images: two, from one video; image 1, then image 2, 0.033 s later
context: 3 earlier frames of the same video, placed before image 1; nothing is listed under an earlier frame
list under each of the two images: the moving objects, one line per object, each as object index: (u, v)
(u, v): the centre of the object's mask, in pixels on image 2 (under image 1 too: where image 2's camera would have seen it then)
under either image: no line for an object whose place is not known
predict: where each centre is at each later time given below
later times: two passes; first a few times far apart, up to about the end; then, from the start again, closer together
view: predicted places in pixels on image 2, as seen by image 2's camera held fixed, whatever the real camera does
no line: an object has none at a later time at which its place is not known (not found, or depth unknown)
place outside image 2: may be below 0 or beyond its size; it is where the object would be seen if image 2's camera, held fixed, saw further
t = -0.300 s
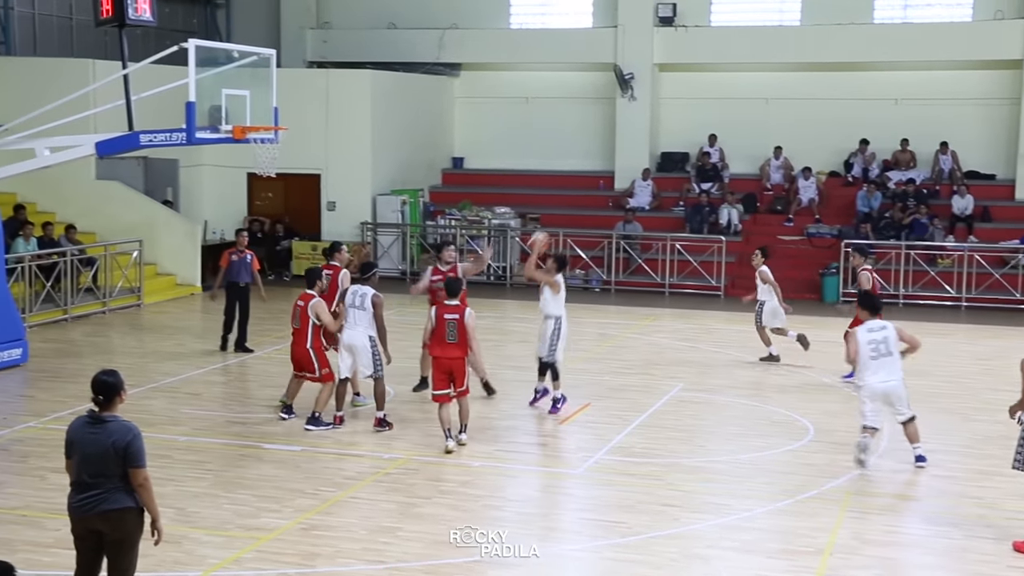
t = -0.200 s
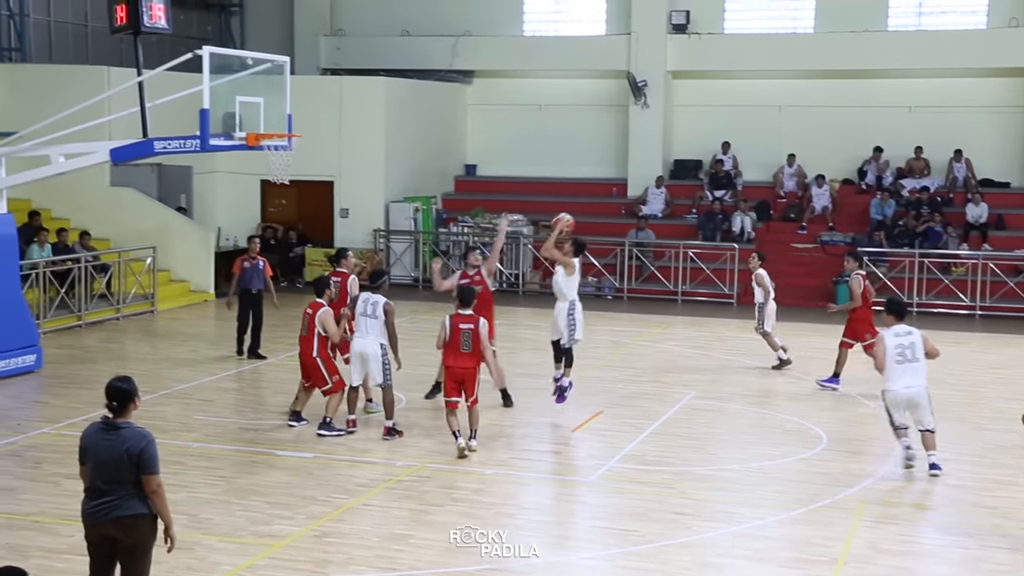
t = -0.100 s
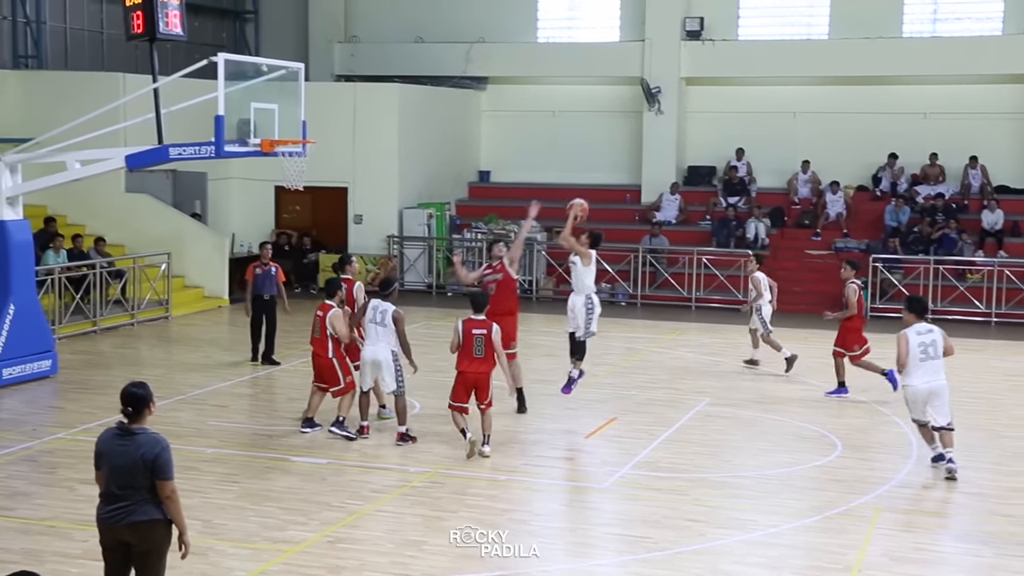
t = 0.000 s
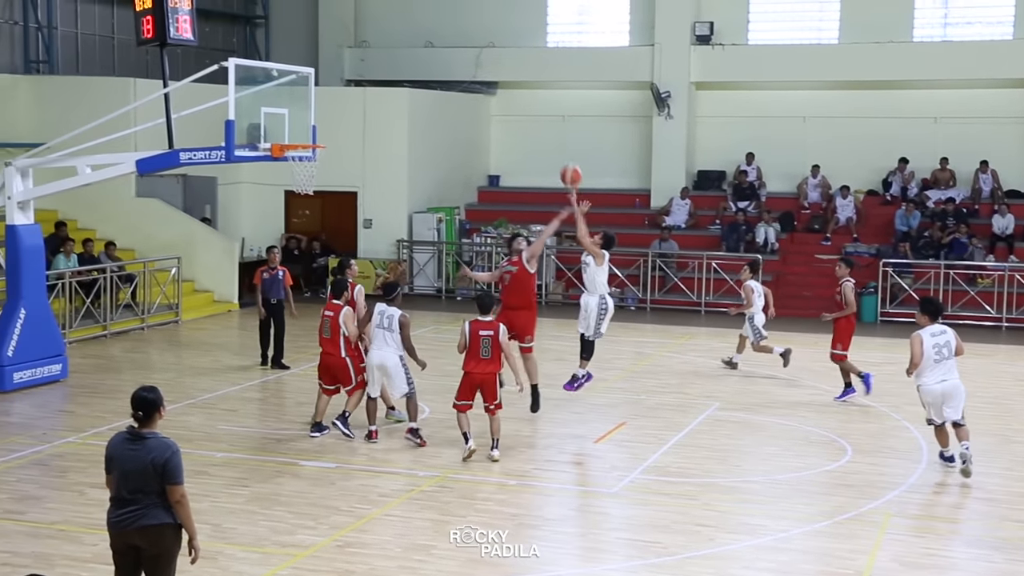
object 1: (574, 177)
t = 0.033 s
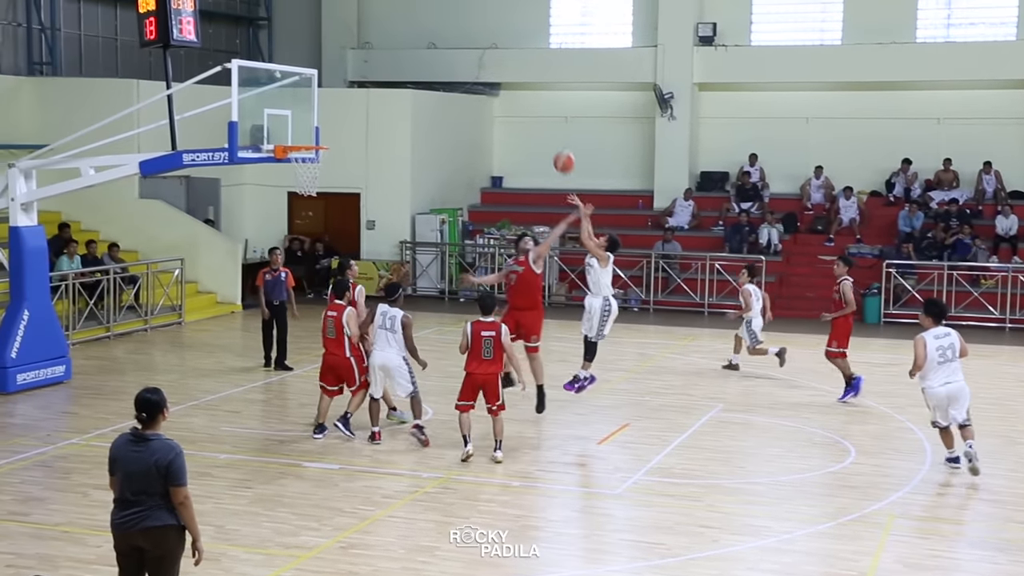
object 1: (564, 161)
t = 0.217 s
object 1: (511, 101)
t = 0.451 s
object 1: (447, 68)
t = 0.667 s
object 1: (388, 80)
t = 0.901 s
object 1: (326, 138)
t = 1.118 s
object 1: (294, 117)
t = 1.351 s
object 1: (307, 121)
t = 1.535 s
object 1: (312, 137)
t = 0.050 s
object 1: (559, 155)
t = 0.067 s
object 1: (554, 148)
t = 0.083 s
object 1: (549, 142)
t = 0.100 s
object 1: (545, 136)
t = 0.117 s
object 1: (540, 131)
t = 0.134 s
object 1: (535, 125)
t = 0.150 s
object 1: (531, 120)
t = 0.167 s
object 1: (525, 115)
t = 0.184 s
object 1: (521, 110)
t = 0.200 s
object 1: (516, 106)
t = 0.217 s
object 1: (511, 101)
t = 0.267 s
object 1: (498, 90)
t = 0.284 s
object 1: (493, 86)
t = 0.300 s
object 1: (489, 84)
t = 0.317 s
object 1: (484, 81)
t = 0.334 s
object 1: (479, 78)
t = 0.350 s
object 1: (475, 76)
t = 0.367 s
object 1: (470, 74)
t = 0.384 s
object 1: (466, 72)
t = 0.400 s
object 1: (461, 71)
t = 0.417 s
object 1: (456, 69)
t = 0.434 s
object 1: (451, 68)
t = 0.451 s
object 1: (447, 68)
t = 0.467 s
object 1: (442, 67)
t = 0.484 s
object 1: (438, 67)
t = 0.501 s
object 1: (434, 67)
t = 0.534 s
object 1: (424, 68)
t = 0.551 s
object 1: (420, 68)
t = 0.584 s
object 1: (410, 70)
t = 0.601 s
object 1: (406, 72)
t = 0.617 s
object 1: (401, 74)
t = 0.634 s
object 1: (397, 76)
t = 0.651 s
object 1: (393, 77)
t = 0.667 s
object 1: (388, 80)
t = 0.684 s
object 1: (383, 82)
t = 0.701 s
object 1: (379, 85)
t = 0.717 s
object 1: (375, 88)
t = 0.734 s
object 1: (370, 92)
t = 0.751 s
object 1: (365, 95)
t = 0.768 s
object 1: (360, 99)
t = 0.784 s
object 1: (356, 103)
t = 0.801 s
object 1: (352, 107)
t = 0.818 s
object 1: (347, 112)
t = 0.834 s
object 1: (343, 117)
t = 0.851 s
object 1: (338, 122)
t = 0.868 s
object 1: (334, 127)
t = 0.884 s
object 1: (330, 132)
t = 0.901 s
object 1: (326, 138)
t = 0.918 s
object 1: (324, 136)
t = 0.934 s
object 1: (321, 133)
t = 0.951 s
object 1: (318, 131)
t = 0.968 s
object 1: (316, 129)
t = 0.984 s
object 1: (313, 127)
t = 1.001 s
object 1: (311, 124)
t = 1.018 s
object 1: (309, 123)
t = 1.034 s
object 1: (306, 122)
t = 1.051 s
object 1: (304, 120)
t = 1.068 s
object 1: (302, 119)
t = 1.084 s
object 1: (299, 118)
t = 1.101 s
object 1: (296, 117)
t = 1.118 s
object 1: (294, 117)
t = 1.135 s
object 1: (292, 117)
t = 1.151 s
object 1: (290, 117)
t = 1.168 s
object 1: (291, 115)
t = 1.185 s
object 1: (293, 115)
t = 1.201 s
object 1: (294, 114)
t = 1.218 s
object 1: (296, 114)
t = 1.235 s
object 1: (297, 114)
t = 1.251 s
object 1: (298, 115)
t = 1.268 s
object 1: (300, 115)
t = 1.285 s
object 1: (301, 116)
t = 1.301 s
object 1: (303, 116)
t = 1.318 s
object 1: (304, 118)
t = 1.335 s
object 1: (306, 119)
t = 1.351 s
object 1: (307, 121)
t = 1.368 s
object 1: (309, 123)
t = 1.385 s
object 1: (310, 125)
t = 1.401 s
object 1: (312, 128)
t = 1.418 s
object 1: (313, 130)
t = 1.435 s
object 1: (315, 134)
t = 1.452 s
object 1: (317, 136)
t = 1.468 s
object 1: (318, 138)
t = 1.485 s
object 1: (317, 138)
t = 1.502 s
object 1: (315, 138)
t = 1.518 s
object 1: (313, 137)
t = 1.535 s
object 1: (312, 137)
